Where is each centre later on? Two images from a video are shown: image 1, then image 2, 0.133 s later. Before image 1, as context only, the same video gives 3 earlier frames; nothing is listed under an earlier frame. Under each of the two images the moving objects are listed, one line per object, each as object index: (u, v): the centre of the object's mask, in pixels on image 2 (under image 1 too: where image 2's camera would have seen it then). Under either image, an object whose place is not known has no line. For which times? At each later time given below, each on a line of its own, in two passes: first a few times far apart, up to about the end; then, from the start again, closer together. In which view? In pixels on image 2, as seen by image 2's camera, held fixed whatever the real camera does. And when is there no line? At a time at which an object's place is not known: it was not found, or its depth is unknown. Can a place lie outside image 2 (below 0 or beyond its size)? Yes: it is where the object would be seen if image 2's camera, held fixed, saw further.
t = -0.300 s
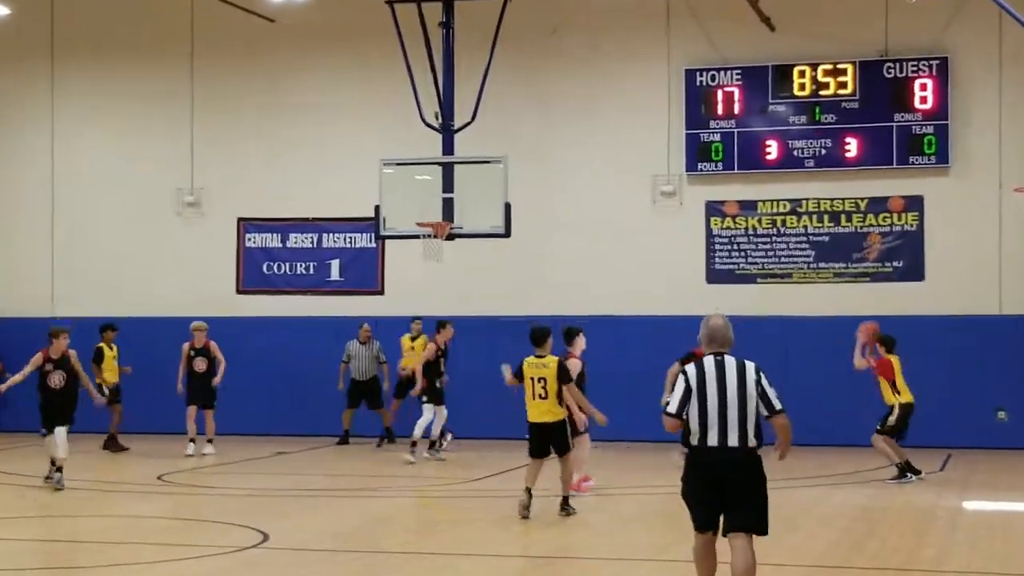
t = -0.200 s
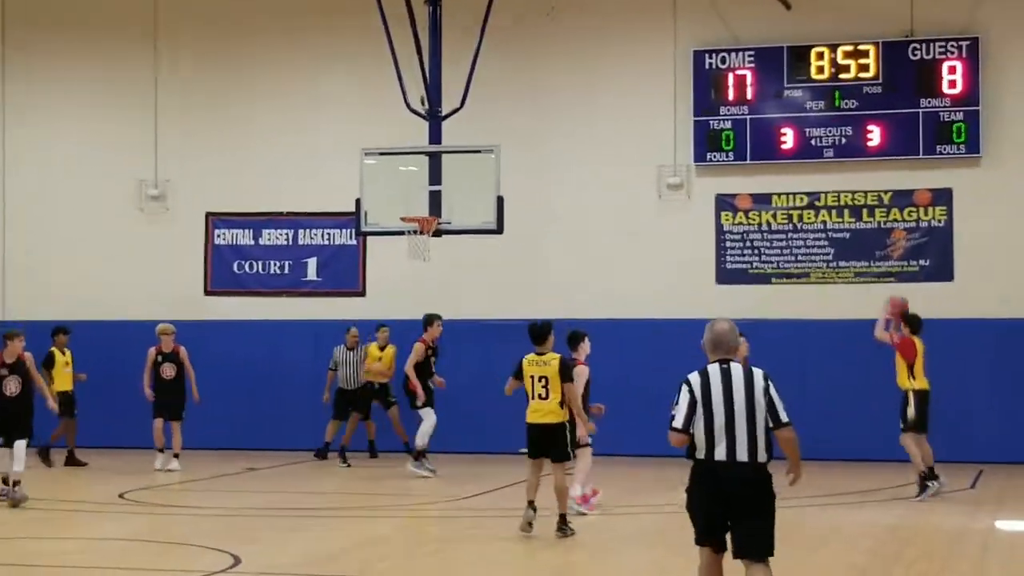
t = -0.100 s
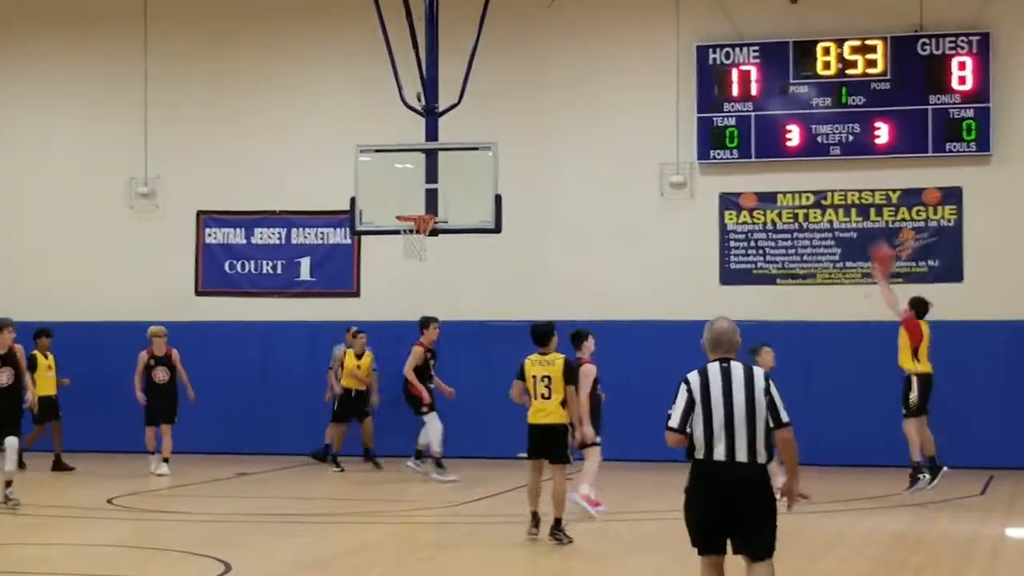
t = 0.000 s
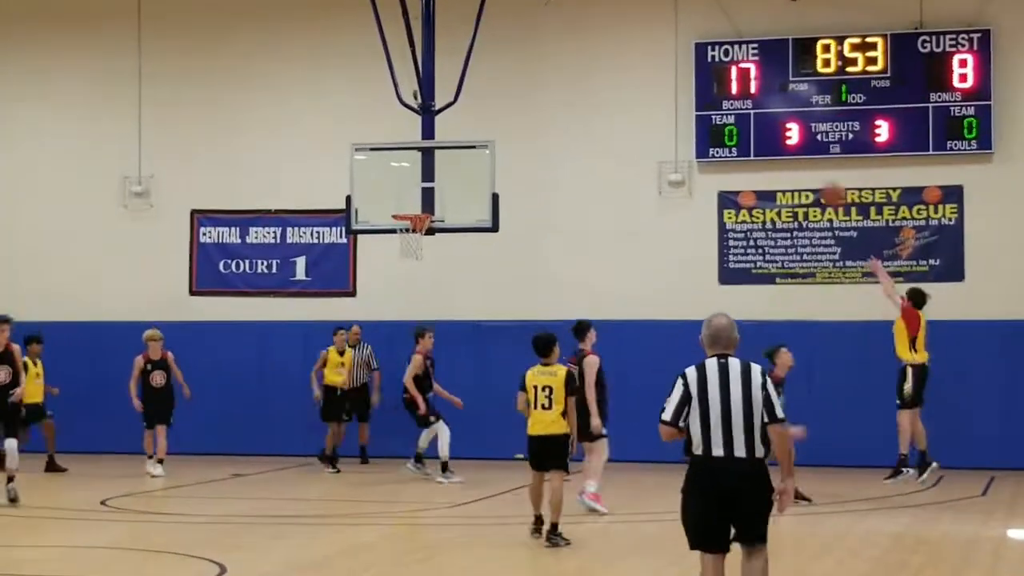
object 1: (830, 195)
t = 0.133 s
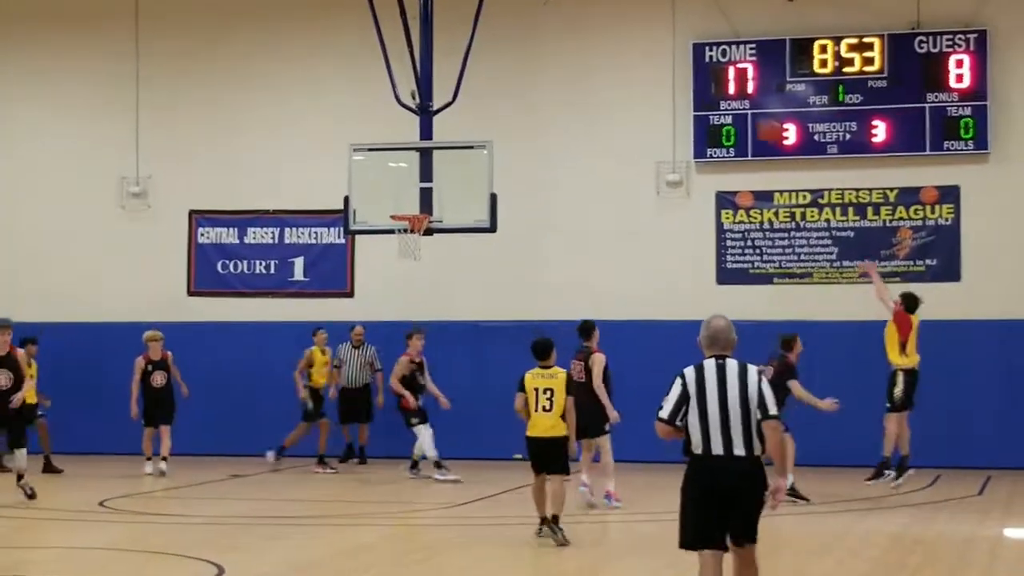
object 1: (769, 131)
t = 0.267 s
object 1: (711, 87)
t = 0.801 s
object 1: (510, 82)
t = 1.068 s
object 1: (425, 164)
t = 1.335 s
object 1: (360, 195)
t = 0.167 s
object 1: (755, 120)
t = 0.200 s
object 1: (740, 108)
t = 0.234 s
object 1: (725, 94)
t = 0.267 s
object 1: (711, 87)
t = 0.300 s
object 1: (698, 80)
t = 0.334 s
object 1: (682, 73)
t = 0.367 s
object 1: (669, 67)
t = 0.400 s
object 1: (655, 61)
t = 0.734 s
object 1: (533, 70)
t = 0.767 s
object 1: (521, 75)
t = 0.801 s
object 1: (510, 82)
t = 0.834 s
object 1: (499, 90)
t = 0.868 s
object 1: (488, 98)
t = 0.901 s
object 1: (477, 108)
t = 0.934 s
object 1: (467, 117)
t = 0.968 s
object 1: (456, 127)
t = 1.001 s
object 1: (446, 138)
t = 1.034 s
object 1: (435, 150)
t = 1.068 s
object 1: (425, 164)
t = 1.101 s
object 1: (415, 177)
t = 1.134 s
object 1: (405, 192)
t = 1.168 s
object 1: (395, 207)
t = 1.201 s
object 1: (389, 205)
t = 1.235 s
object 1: (381, 203)
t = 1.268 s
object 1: (374, 200)
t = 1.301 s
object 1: (367, 197)
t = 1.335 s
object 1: (360, 195)
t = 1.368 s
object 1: (352, 194)
